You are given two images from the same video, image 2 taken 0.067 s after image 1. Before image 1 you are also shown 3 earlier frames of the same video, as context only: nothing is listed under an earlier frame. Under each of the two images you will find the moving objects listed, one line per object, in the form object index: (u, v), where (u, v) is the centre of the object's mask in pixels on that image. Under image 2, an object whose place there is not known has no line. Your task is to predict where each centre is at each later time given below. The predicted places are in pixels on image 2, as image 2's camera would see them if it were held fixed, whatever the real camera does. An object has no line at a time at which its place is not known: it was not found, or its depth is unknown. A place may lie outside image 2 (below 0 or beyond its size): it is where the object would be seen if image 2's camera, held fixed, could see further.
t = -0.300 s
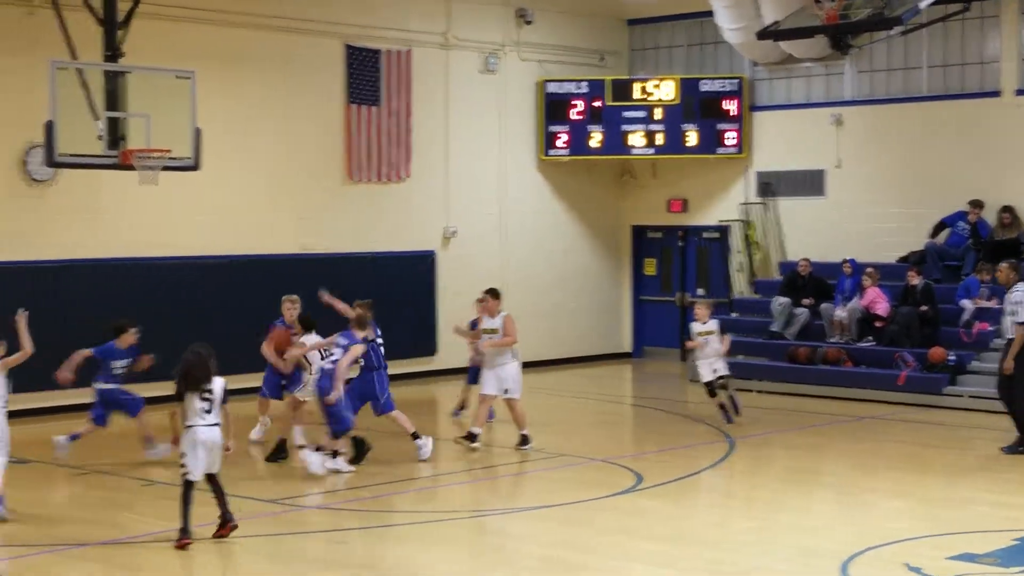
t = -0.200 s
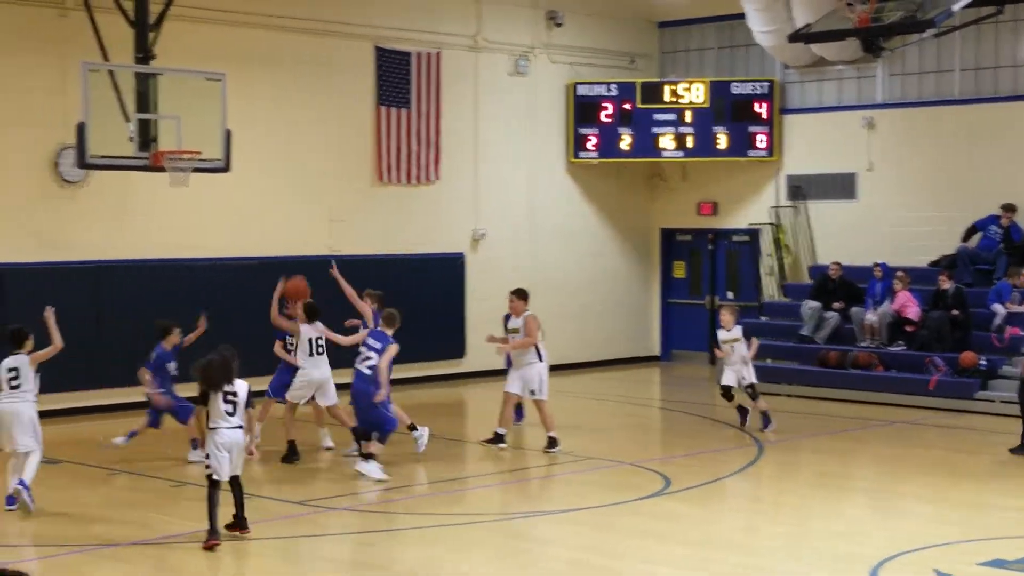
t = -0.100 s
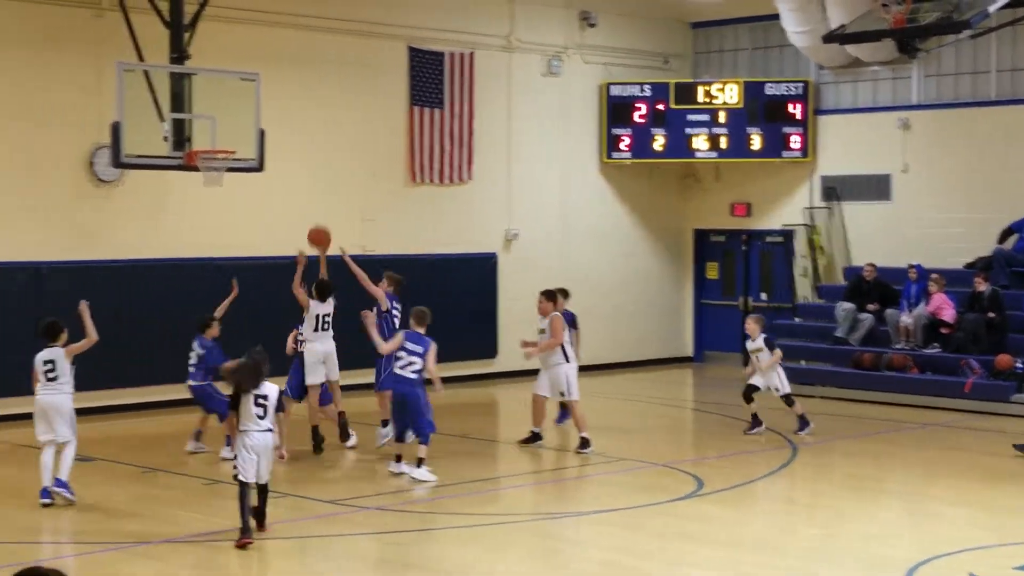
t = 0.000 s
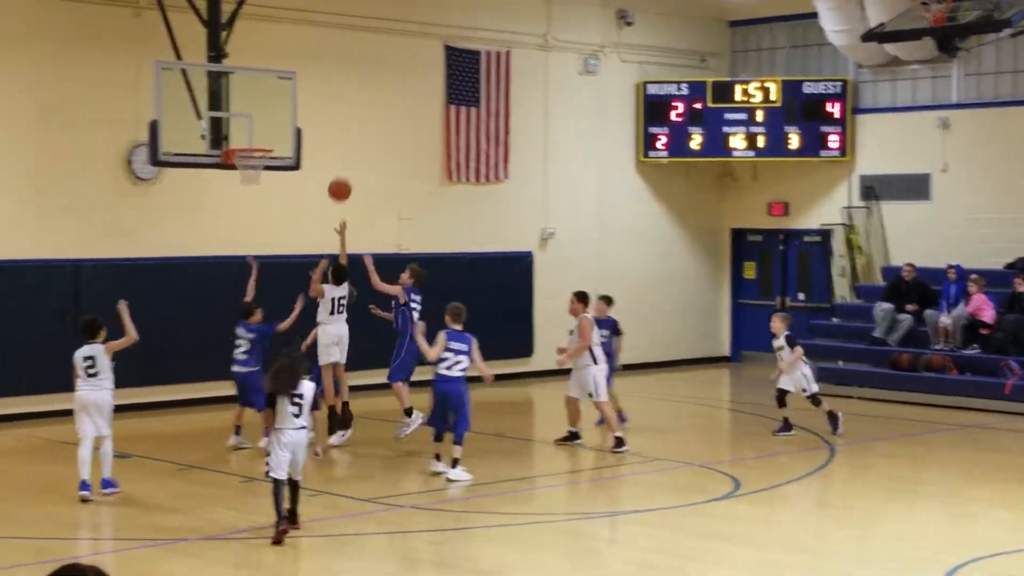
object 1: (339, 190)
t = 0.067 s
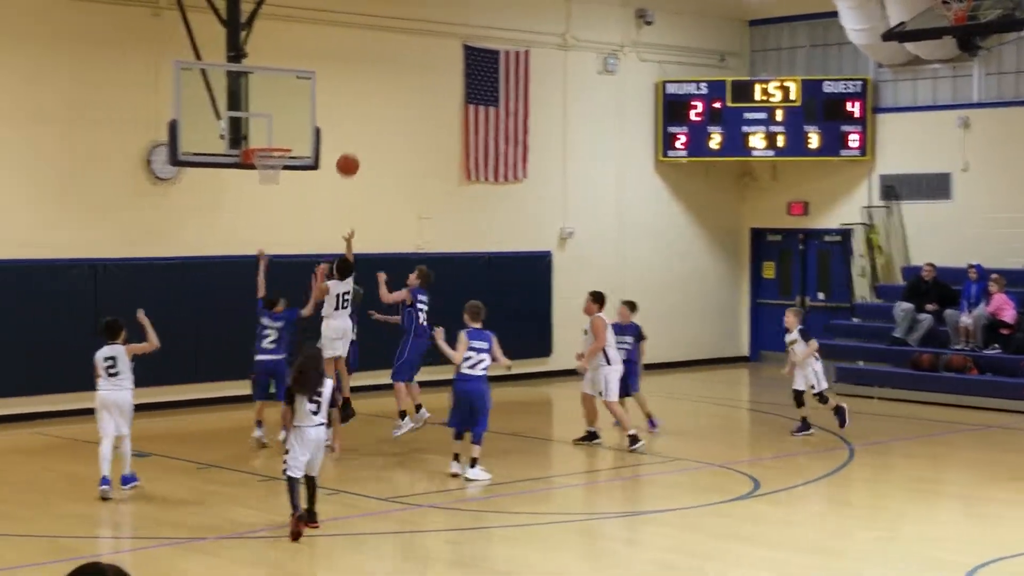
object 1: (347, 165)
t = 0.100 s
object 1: (342, 155)
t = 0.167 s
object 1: (332, 138)
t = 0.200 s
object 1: (326, 132)
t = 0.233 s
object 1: (321, 125)
